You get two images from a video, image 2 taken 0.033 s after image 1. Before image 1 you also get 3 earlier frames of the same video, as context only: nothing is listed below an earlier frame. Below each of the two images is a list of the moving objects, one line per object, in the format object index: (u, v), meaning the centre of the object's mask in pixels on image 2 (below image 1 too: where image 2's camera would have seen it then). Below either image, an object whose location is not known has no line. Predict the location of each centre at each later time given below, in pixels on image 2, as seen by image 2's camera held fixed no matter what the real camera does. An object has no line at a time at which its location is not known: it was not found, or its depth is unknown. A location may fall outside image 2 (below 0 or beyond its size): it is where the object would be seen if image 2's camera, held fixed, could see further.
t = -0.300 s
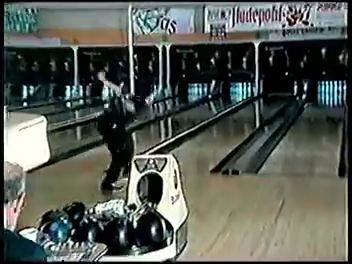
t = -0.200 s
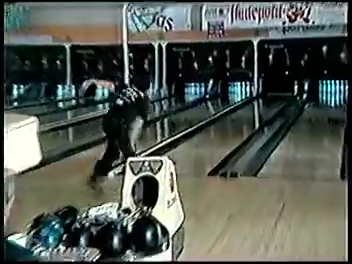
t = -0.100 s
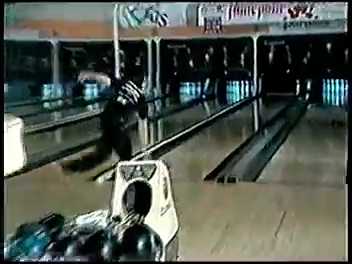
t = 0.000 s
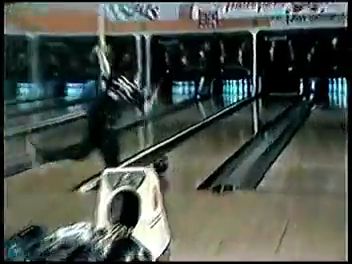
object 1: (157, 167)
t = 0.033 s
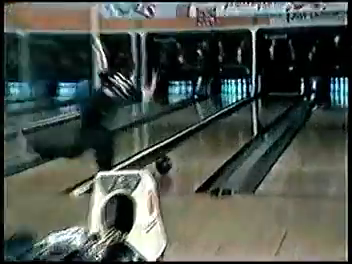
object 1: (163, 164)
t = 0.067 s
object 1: (170, 160)
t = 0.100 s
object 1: (177, 157)
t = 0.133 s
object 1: (183, 153)
